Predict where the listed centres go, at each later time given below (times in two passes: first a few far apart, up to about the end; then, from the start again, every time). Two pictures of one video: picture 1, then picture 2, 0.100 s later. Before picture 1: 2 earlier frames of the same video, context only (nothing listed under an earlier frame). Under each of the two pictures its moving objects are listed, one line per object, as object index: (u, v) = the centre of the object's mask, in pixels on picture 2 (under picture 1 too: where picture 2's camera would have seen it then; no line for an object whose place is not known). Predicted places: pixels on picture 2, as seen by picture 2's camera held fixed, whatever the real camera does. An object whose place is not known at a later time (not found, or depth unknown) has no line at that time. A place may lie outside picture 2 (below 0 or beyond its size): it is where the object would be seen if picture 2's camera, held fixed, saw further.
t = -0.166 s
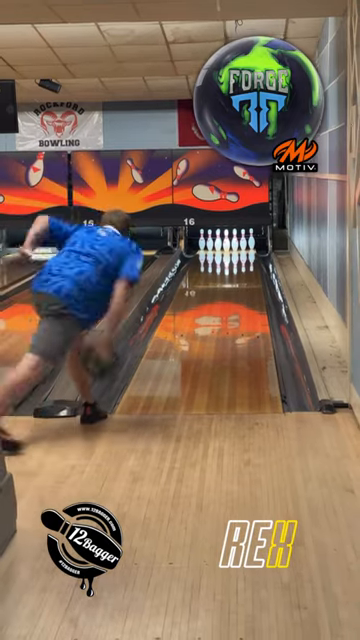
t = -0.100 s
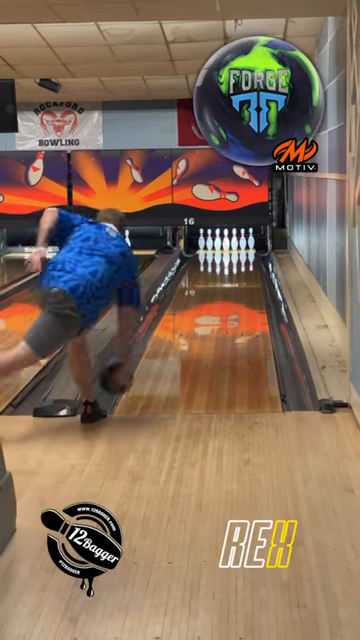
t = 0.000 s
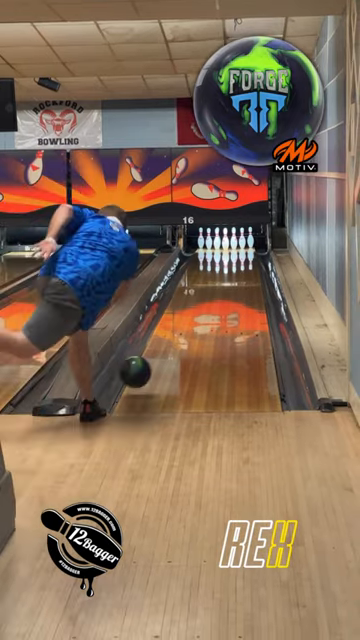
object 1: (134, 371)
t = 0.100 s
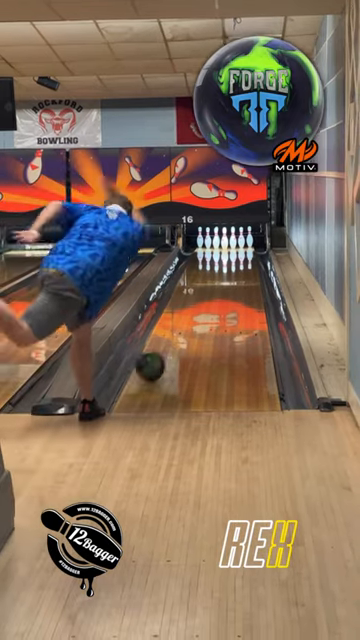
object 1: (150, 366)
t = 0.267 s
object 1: (171, 344)
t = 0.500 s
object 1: (194, 321)
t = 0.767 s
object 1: (213, 302)
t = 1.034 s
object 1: (228, 287)
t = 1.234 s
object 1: (235, 277)
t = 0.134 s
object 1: (155, 361)
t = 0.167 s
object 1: (159, 357)
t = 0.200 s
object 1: (163, 352)
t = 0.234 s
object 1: (167, 348)
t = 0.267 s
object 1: (171, 344)
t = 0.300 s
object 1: (175, 341)
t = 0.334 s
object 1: (178, 337)
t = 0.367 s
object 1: (182, 333)
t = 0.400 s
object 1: (186, 330)
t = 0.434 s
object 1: (189, 327)
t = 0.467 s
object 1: (191, 324)
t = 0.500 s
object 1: (194, 321)
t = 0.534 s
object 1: (197, 319)
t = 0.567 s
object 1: (200, 316)
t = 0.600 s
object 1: (202, 314)
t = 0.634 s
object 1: (205, 311)
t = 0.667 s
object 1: (207, 309)
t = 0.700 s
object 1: (209, 307)
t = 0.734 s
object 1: (211, 304)
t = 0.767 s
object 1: (213, 302)
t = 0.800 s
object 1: (216, 301)
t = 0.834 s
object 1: (218, 298)
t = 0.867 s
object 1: (219, 296)
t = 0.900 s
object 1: (222, 294)
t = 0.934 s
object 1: (223, 292)
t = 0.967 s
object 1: (224, 290)
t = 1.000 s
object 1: (226, 289)
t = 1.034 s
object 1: (228, 287)
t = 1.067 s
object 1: (229, 285)
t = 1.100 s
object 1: (230, 284)
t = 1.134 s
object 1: (232, 282)
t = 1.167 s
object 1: (233, 280)
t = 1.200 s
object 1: (235, 279)
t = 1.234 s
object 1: (235, 277)
